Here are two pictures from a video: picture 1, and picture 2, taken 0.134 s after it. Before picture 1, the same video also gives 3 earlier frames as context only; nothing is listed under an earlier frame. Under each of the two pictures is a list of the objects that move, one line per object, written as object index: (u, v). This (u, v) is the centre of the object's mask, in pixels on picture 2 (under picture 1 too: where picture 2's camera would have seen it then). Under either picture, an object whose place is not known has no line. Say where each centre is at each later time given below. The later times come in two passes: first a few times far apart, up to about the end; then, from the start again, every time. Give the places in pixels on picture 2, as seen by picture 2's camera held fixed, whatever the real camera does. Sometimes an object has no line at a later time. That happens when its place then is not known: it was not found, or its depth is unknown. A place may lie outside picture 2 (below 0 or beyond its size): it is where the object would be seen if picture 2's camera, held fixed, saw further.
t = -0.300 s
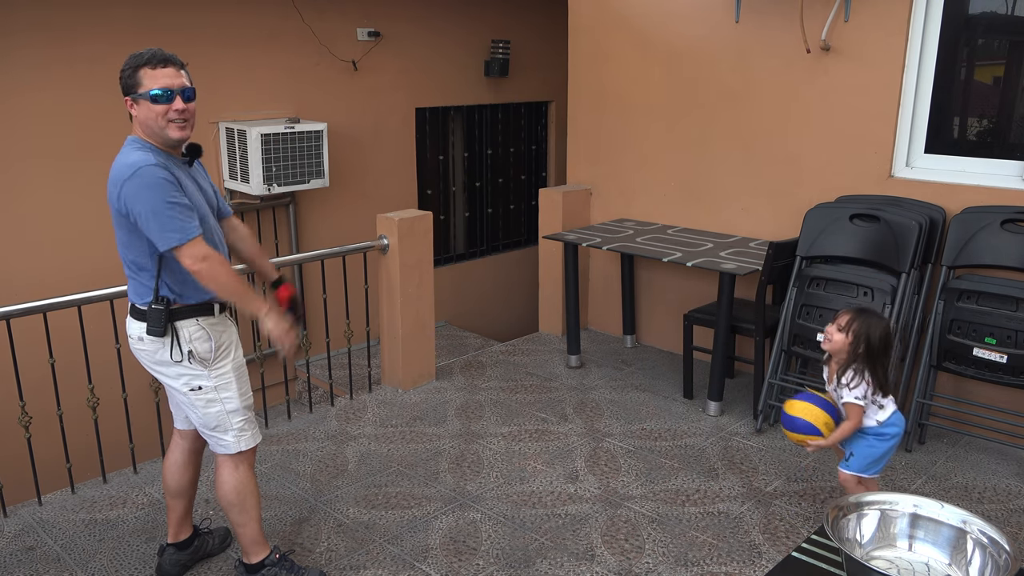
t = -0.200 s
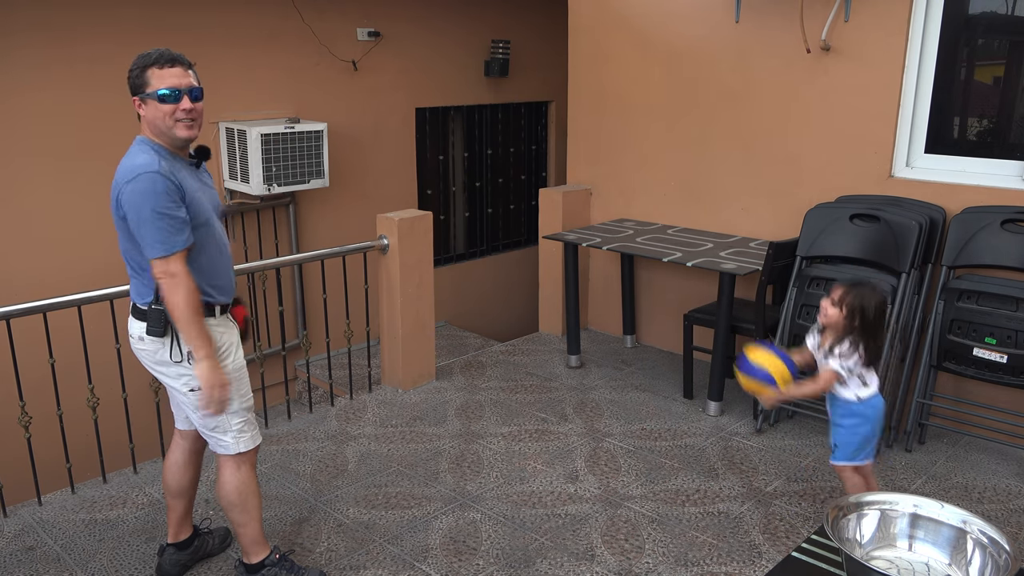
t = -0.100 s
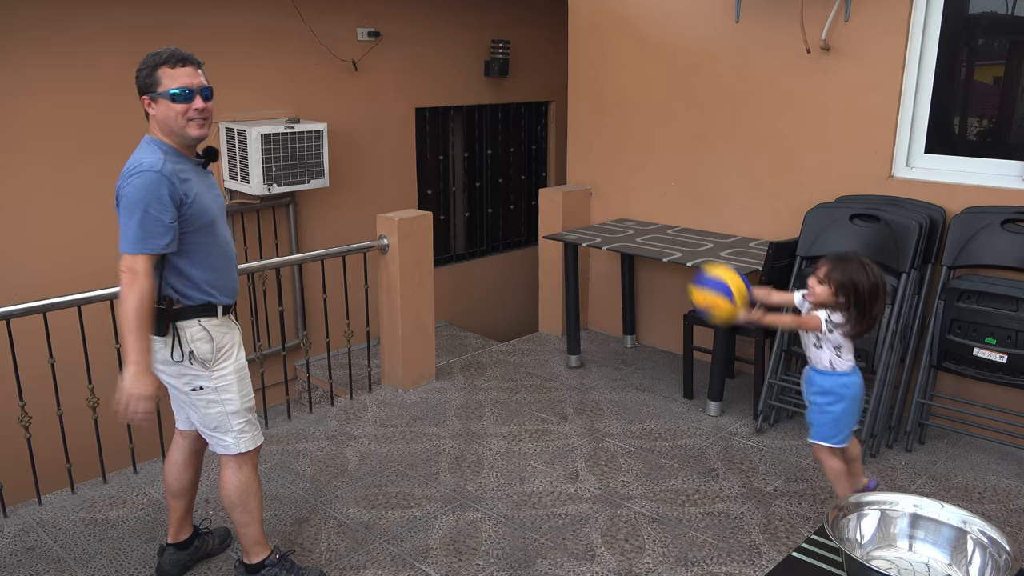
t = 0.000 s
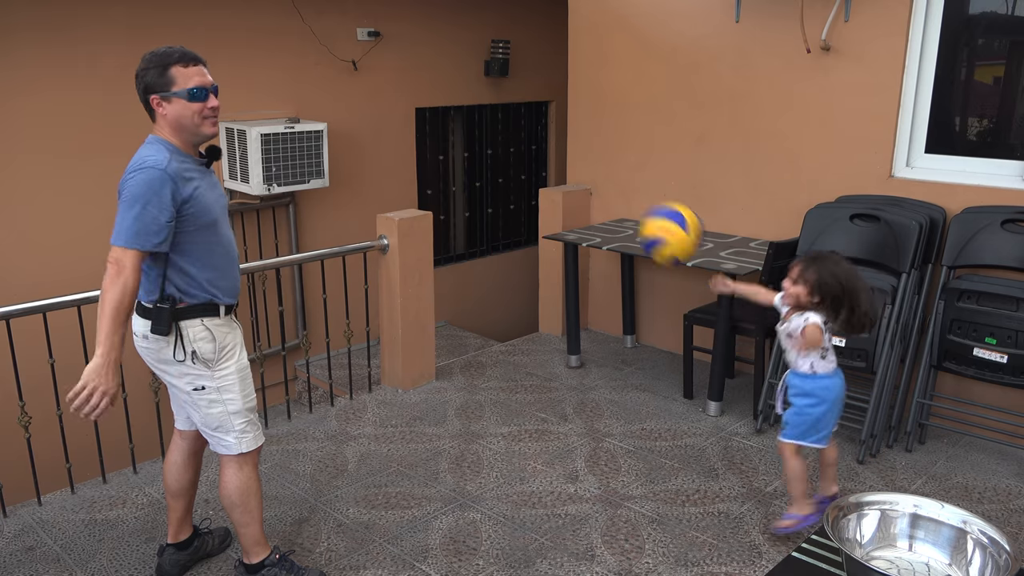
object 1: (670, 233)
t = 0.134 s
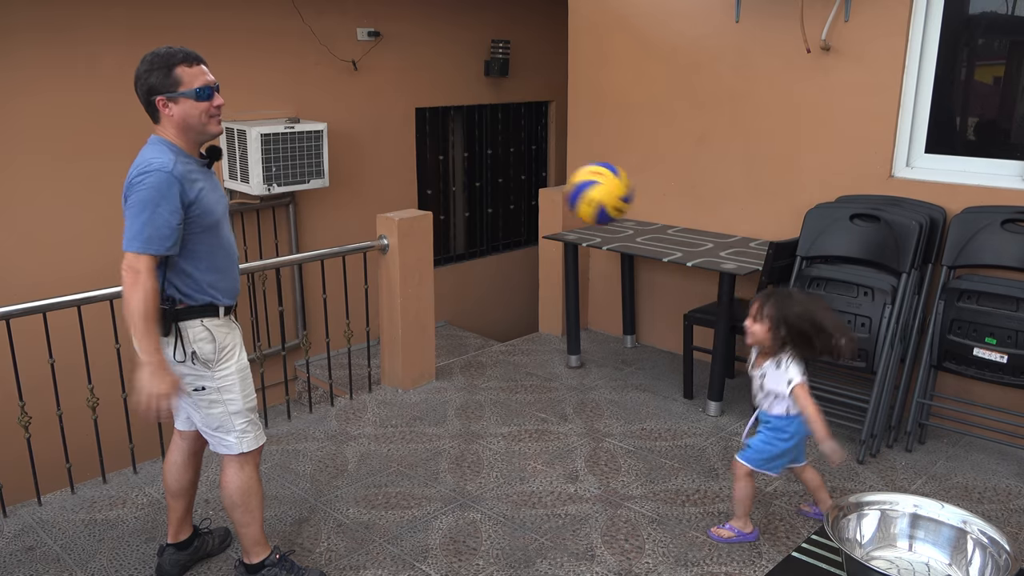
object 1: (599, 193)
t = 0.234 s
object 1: (540, 197)
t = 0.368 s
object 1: (461, 251)
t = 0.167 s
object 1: (580, 191)
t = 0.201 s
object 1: (560, 193)
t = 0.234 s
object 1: (540, 197)
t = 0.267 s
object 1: (520, 206)
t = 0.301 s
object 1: (502, 217)
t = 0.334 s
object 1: (481, 233)
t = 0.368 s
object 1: (461, 251)
